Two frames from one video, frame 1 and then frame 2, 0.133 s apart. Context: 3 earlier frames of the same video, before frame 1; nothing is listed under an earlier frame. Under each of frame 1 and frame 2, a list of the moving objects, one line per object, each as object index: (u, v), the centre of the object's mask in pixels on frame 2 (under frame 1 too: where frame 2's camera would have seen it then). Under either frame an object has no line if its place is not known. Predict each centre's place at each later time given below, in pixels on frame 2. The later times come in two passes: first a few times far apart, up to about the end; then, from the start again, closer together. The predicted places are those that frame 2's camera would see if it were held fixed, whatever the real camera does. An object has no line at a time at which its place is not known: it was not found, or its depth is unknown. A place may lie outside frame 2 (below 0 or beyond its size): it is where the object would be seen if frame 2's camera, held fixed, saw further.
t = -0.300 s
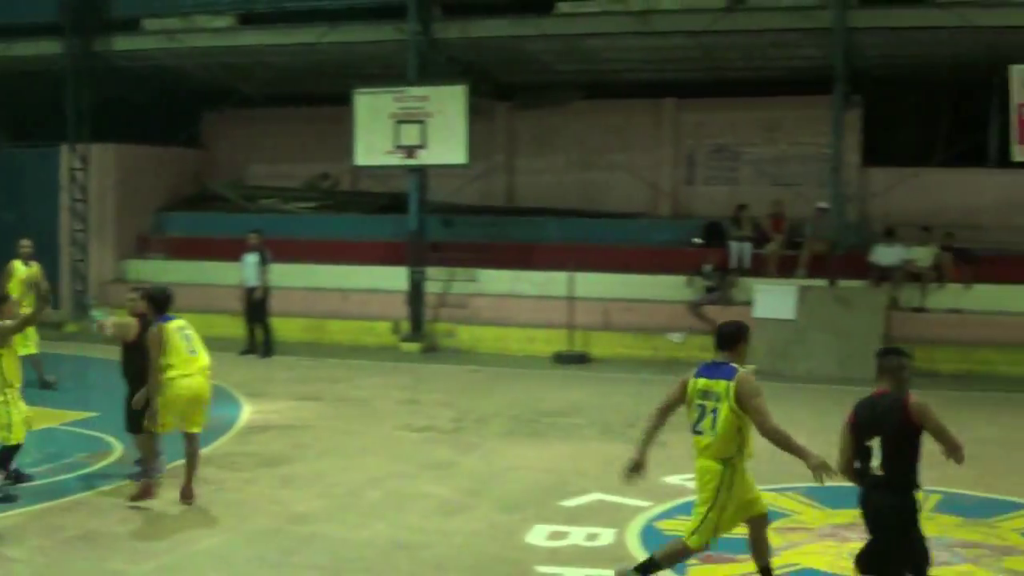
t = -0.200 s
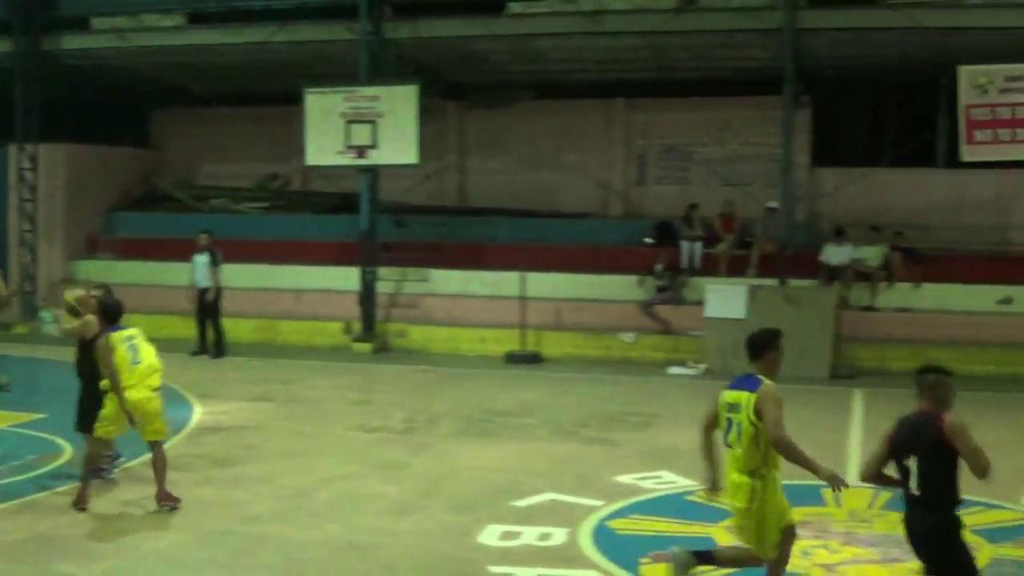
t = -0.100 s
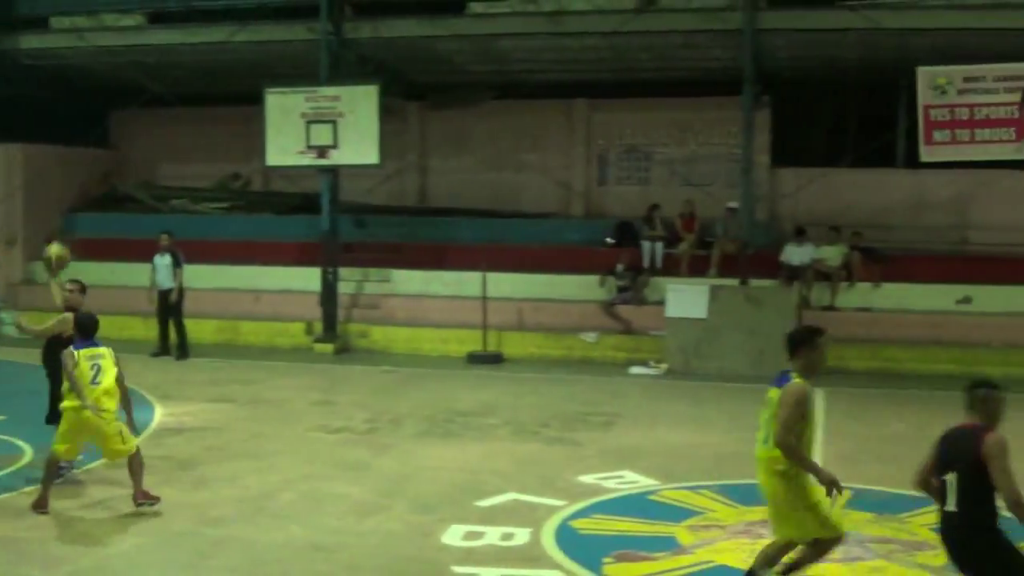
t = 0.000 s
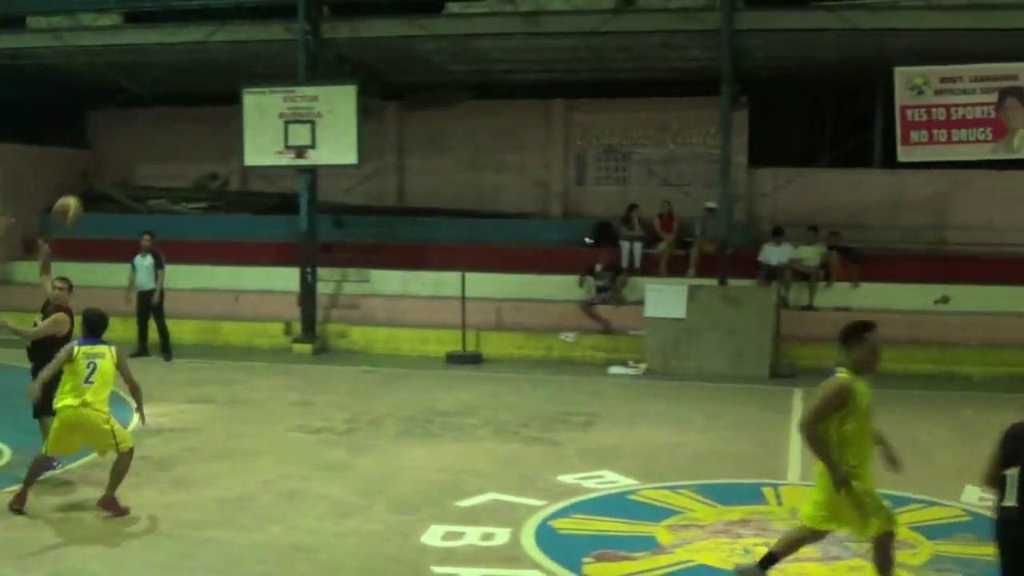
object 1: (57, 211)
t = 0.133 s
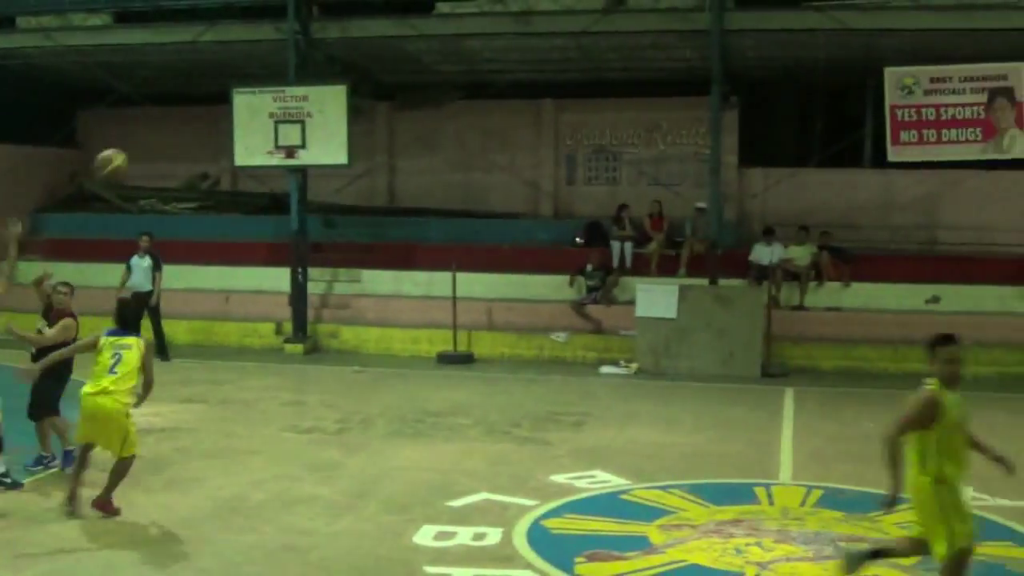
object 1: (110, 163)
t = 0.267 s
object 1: (170, 132)
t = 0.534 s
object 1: (316, 147)
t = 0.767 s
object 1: (484, 264)
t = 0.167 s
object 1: (124, 154)
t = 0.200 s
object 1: (139, 147)
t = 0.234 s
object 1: (154, 140)
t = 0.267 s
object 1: (170, 132)
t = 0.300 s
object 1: (186, 129)
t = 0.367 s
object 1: (217, 128)
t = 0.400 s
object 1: (235, 128)
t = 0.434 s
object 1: (255, 131)
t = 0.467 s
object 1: (275, 134)
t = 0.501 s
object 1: (294, 140)
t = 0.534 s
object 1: (316, 147)
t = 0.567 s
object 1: (337, 154)
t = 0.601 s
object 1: (361, 164)
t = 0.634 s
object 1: (381, 175)
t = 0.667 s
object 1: (405, 196)
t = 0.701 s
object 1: (430, 218)
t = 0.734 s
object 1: (456, 241)
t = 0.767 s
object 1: (484, 264)
